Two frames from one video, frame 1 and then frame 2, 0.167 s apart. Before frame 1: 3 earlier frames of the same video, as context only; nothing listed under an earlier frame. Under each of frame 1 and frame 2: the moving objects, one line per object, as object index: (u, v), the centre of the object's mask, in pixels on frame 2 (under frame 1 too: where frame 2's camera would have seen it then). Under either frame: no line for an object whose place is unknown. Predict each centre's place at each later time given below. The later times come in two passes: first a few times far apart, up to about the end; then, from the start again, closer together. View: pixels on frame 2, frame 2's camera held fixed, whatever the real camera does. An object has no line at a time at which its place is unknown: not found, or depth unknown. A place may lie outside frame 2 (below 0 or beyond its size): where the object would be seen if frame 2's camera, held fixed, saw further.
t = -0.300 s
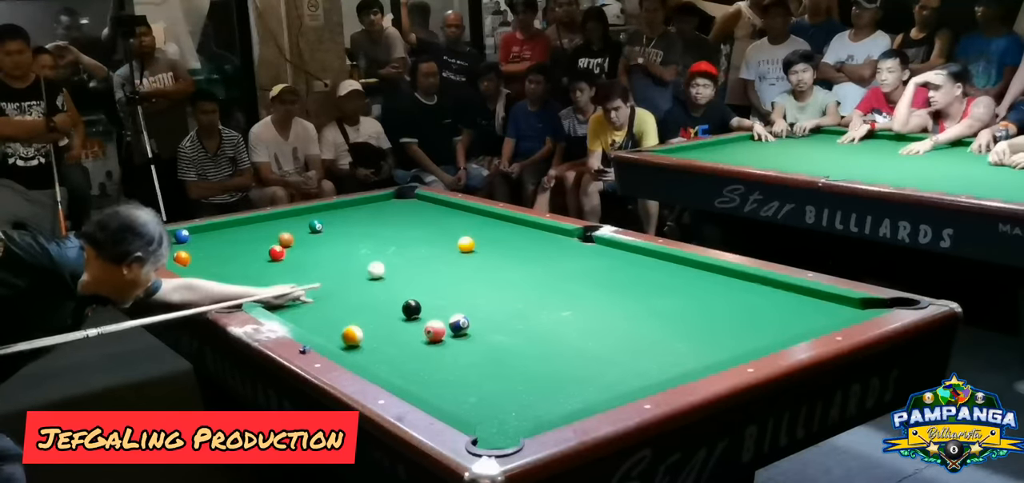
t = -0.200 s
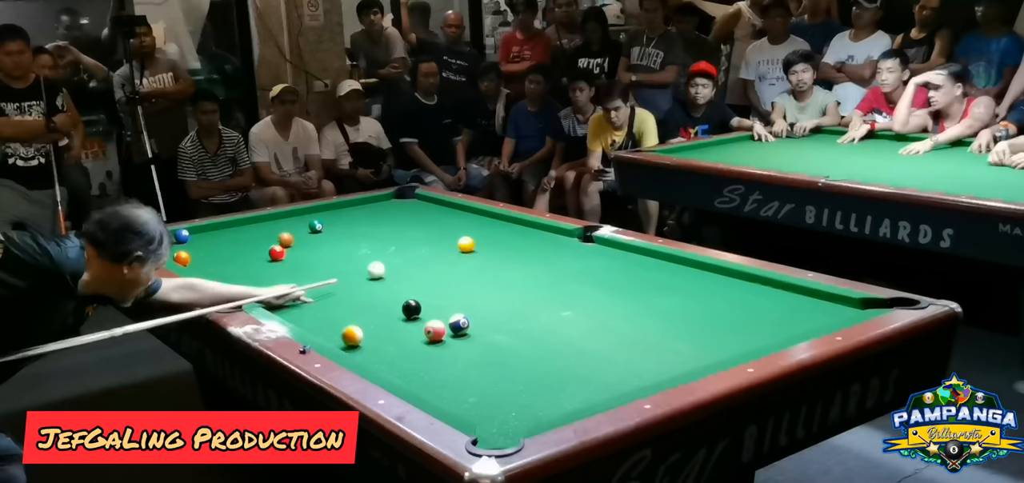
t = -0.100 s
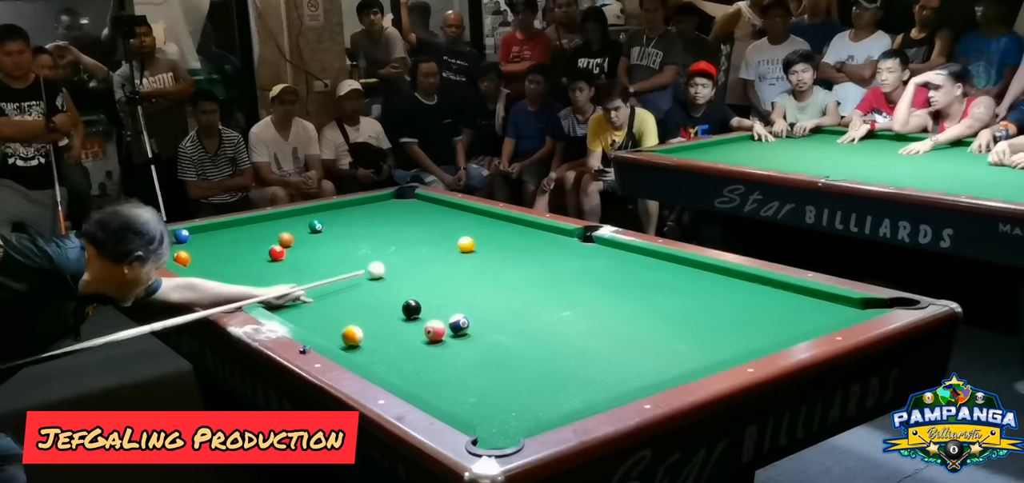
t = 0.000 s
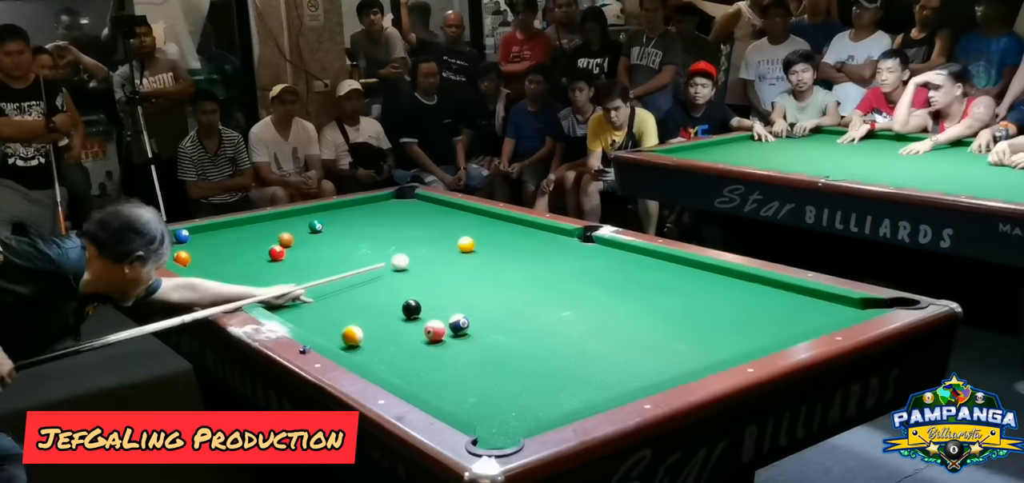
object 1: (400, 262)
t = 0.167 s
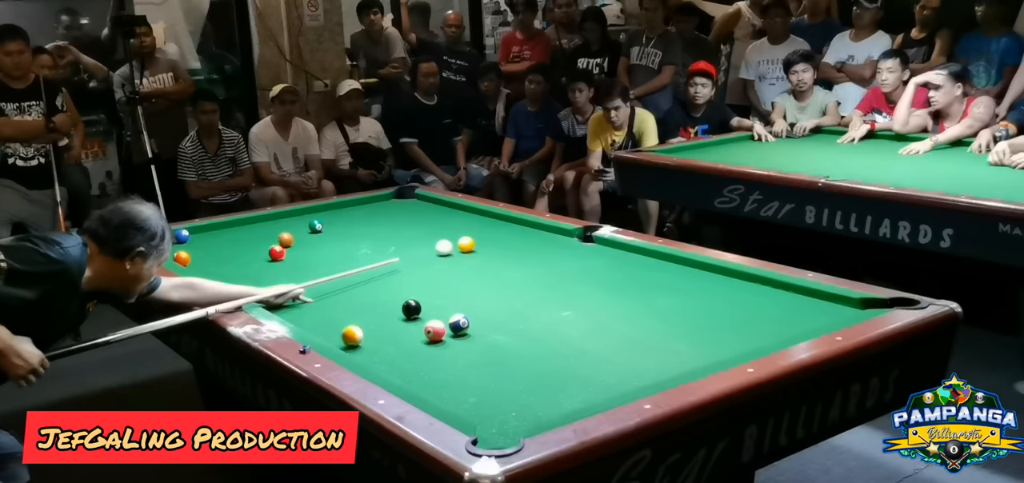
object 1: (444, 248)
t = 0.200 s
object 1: (450, 245)
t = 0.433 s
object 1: (458, 232)
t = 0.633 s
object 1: (466, 221)
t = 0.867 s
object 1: (472, 211)
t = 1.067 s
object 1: (449, 211)
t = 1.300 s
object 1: (425, 210)
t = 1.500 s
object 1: (405, 210)
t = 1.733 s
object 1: (384, 210)
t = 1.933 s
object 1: (367, 210)
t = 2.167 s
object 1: (347, 210)
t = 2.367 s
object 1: (332, 210)
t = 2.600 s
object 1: (315, 210)
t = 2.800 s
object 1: (305, 211)
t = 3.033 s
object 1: (301, 213)
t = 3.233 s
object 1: (297, 215)
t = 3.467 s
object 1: (293, 217)
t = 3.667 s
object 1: (291, 218)
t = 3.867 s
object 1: (288, 219)
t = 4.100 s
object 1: (285, 220)
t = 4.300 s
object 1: (284, 221)
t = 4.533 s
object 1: (282, 222)
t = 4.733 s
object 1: (282, 222)
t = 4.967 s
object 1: (281, 223)
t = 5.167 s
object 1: (281, 223)
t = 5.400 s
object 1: (281, 223)
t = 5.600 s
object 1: (281, 223)
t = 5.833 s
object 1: (281, 223)
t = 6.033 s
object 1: (281, 223)
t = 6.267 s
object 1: (281, 223)
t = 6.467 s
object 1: (281, 223)
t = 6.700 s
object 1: (281, 223)
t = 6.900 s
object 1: (281, 223)
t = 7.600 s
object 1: (282, 223)
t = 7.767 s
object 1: (281, 223)
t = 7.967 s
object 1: (281, 223)
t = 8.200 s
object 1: (281, 223)
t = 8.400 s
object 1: (281, 223)
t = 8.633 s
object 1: (281, 223)
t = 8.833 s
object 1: (281, 223)
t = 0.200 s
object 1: (450, 245)
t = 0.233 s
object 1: (450, 243)
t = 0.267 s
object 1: (450, 241)
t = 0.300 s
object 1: (452, 239)
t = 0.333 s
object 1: (453, 238)
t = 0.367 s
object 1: (455, 236)
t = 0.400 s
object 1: (456, 234)
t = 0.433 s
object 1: (458, 232)
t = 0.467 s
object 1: (459, 230)
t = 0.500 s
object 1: (461, 228)
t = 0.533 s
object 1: (462, 226)
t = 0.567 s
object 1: (463, 225)
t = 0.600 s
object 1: (465, 223)
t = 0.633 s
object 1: (466, 221)
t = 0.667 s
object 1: (467, 220)
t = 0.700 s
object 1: (468, 218)
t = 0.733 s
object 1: (470, 217)
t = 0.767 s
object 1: (471, 215)
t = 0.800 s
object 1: (472, 213)
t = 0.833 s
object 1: (473, 212)
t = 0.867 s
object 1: (472, 211)
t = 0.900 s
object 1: (468, 211)
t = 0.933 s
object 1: (464, 211)
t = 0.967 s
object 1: (460, 211)
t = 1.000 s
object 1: (457, 211)
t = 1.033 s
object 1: (453, 211)
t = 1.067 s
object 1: (449, 211)
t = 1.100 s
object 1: (446, 211)
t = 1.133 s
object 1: (442, 211)
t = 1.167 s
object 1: (439, 211)
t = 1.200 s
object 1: (435, 211)
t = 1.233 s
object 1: (432, 211)
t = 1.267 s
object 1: (429, 211)
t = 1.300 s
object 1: (425, 210)
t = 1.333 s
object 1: (422, 210)
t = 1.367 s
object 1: (418, 210)
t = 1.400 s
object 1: (415, 210)
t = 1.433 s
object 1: (412, 210)
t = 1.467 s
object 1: (409, 210)
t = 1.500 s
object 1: (405, 210)
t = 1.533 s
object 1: (402, 210)
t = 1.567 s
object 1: (399, 210)
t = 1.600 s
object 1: (396, 210)
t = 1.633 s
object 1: (393, 210)
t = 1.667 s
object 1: (390, 210)
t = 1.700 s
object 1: (387, 210)
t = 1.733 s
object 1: (384, 210)
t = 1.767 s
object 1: (381, 210)
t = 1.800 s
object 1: (378, 210)
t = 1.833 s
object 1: (375, 210)
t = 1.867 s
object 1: (372, 210)
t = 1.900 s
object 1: (369, 210)
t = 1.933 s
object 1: (367, 210)
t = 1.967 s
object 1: (364, 210)
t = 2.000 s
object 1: (361, 210)
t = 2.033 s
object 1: (358, 210)
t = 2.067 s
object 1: (355, 210)
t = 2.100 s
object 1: (353, 210)
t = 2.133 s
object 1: (350, 210)
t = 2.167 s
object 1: (347, 210)
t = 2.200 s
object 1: (344, 210)
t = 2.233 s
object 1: (342, 210)
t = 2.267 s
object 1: (339, 210)
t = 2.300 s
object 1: (337, 210)
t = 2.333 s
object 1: (334, 210)
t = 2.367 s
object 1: (332, 210)
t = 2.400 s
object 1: (329, 210)
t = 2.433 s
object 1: (326, 210)
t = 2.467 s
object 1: (324, 210)
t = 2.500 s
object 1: (322, 210)
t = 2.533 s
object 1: (319, 210)
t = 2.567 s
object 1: (317, 210)
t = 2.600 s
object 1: (315, 210)
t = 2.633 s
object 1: (312, 210)
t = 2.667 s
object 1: (310, 210)
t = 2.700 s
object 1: (307, 210)
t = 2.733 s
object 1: (307, 210)
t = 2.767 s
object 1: (306, 211)
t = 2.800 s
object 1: (305, 211)
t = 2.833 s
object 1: (304, 211)
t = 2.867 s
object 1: (304, 211)
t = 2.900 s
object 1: (303, 212)
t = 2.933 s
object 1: (303, 212)
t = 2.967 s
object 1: (302, 212)
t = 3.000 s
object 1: (301, 213)
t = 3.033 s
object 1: (301, 213)
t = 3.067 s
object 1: (300, 213)
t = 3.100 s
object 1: (299, 214)
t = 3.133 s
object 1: (299, 214)
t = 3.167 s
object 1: (298, 214)
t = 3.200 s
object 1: (298, 214)
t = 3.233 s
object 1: (297, 215)
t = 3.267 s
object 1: (297, 215)
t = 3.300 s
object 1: (296, 215)
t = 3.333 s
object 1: (296, 216)
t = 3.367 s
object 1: (295, 216)
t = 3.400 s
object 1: (295, 216)
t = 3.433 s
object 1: (294, 216)
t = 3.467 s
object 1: (293, 217)
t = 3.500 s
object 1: (293, 217)
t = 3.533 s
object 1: (292, 217)
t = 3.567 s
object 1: (292, 217)
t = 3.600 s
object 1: (292, 217)
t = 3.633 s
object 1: (291, 218)
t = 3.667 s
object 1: (291, 218)
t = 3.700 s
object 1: (290, 218)
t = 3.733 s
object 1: (290, 218)
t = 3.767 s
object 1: (289, 219)
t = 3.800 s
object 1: (289, 219)
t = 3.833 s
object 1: (288, 219)
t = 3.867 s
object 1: (288, 219)
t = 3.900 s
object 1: (288, 219)
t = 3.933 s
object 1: (287, 220)
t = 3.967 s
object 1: (287, 220)
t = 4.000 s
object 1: (286, 220)
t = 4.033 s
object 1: (286, 220)
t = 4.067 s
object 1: (286, 220)
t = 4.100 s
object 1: (285, 220)
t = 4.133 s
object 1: (285, 221)
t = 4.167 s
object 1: (285, 221)
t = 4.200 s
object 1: (285, 221)
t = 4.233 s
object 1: (284, 221)
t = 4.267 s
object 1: (284, 221)
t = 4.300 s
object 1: (284, 221)
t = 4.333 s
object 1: (284, 221)
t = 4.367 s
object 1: (284, 221)
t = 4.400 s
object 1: (283, 222)
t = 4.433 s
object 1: (283, 222)
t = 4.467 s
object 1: (283, 222)
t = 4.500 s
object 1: (283, 222)
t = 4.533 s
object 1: (282, 222)
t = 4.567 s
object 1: (282, 222)
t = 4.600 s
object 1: (282, 222)
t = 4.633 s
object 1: (282, 222)
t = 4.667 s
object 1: (282, 222)
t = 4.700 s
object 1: (282, 222)
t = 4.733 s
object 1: (282, 222)
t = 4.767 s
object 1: (282, 222)
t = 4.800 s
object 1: (281, 222)
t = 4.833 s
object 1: (281, 222)
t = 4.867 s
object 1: (281, 222)
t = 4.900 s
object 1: (281, 223)
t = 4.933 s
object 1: (281, 223)
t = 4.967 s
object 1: (281, 223)
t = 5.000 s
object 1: (281, 223)
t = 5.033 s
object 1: (281, 223)
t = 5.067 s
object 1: (281, 223)
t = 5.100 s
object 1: (281, 223)
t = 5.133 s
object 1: (281, 223)
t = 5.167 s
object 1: (281, 223)
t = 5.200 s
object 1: (281, 223)
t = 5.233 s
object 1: (281, 223)
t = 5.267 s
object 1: (281, 223)
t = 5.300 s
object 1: (281, 223)
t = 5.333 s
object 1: (281, 223)
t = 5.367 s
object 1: (281, 223)
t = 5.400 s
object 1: (281, 223)
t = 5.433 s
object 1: (281, 223)
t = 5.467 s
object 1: (281, 223)
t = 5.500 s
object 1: (281, 223)
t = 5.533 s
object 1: (281, 223)
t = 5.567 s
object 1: (281, 223)
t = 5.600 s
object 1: (281, 223)
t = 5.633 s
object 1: (281, 223)
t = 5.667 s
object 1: (281, 223)
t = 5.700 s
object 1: (281, 223)
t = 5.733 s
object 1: (281, 223)
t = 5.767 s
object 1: (281, 223)
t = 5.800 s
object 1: (281, 223)
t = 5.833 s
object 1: (281, 223)
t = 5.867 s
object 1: (281, 223)
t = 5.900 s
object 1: (281, 223)
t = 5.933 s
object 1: (281, 223)
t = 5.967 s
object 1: (281, 223)
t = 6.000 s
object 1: (281, 223)
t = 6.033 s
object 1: (281, 223)
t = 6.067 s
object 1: (281, 223)
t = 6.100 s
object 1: (281, 223)
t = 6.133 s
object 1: (281, 223)
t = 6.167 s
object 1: (281, 223)
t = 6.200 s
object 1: (281, 223)
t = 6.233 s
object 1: (281, 223)
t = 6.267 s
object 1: (281, 223)
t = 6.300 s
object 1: (281, 223)
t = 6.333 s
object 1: (281, 223)
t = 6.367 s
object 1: (281, 223)
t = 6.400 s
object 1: (281, 223)
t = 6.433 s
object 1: (281, 223)
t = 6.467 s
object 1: (281, 223)
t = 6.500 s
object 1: (281, 223)
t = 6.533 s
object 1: (281, 223)
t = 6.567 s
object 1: (281, 223)
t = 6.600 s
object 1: (281, 223)
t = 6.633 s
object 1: (281, 223)
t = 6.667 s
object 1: (281, 223)
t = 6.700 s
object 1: (281, 223)
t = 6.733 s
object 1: (281, 223)
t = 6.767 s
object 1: (281, 223)
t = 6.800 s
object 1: (281, 223)
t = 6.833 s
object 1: (281, 223)
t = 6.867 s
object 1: (281, 223)
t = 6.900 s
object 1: (281, 223)
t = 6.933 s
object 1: (281, 223)
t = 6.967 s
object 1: (283, 221)
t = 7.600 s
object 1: (282, 223)
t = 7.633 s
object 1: (281, 223)
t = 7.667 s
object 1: (281, 222)
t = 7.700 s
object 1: (281, 223)
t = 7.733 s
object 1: (281, 223)
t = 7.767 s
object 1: (281, 223)
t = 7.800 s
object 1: (281, 223)
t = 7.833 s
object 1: (281, 223)
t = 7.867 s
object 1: (281, 222)
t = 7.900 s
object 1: (281, 223)
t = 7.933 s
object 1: (281, 223)
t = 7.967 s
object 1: (281, 223)
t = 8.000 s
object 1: (281, 223)
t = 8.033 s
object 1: (281, 223)
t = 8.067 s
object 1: (281, 223)
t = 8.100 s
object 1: (281, 223)
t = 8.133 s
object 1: (281, 223)
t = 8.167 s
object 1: (281, 223)
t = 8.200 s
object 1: (281, 223)
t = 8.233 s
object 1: (281, 223)
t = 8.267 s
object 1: (281, 223)
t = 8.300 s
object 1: (281, 223)
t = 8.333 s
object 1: (281, 223)
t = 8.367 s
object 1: (281, 223)
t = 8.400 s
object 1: (281, 223)
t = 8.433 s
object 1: (281, 223)
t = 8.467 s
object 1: (281, 223)
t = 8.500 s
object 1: (281, 223)
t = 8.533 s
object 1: (281, 223)
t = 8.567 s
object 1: (281, 223)
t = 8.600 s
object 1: (281, 223)
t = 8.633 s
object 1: (281, 223)
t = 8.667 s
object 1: (281, 223)
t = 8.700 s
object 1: (281, 223)
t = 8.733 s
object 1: (281, 223)
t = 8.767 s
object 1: (281, 223)
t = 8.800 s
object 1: (281, 222)
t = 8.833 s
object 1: (281, 223)
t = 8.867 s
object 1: (281, 223)
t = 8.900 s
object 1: (281, 223)
